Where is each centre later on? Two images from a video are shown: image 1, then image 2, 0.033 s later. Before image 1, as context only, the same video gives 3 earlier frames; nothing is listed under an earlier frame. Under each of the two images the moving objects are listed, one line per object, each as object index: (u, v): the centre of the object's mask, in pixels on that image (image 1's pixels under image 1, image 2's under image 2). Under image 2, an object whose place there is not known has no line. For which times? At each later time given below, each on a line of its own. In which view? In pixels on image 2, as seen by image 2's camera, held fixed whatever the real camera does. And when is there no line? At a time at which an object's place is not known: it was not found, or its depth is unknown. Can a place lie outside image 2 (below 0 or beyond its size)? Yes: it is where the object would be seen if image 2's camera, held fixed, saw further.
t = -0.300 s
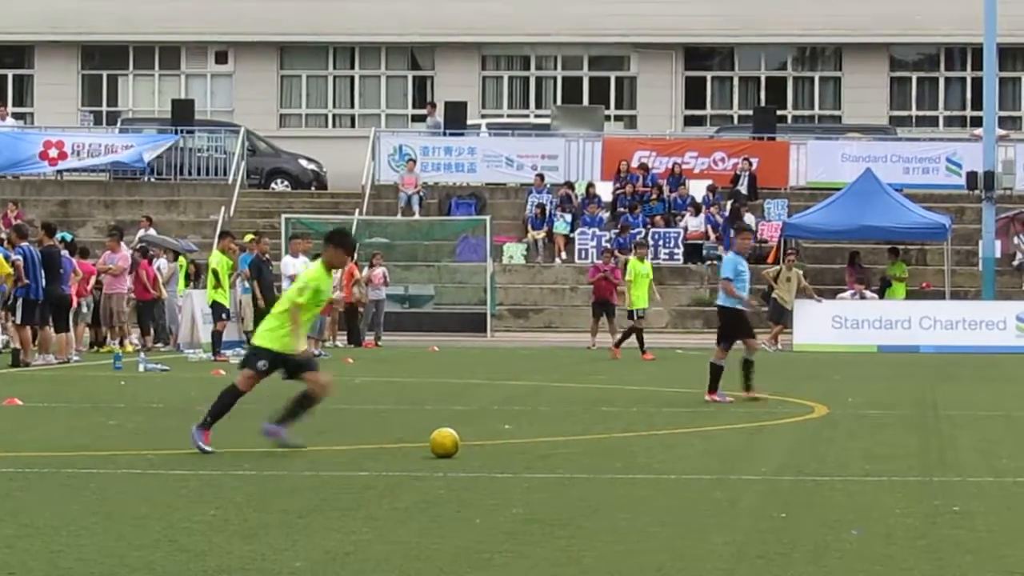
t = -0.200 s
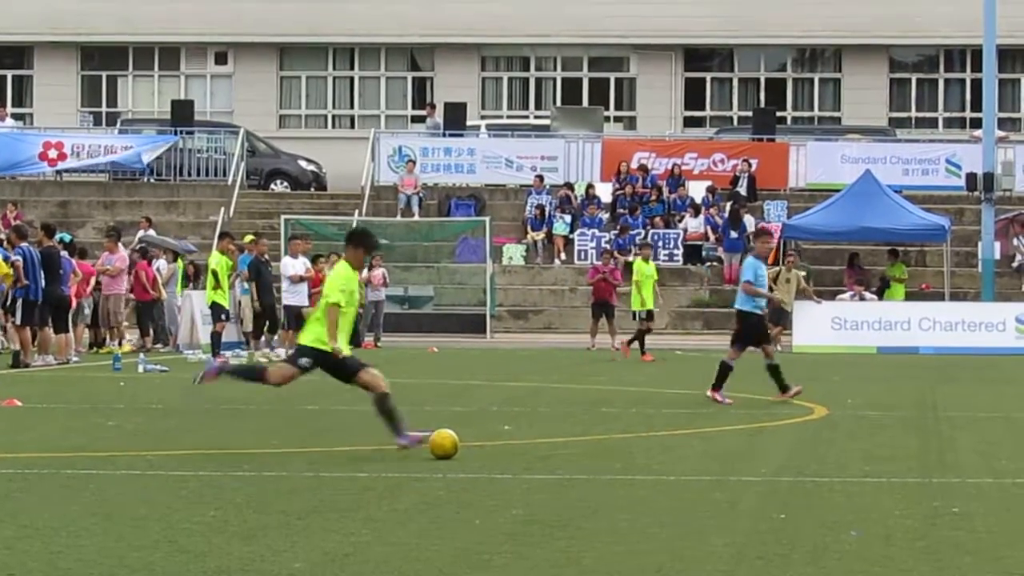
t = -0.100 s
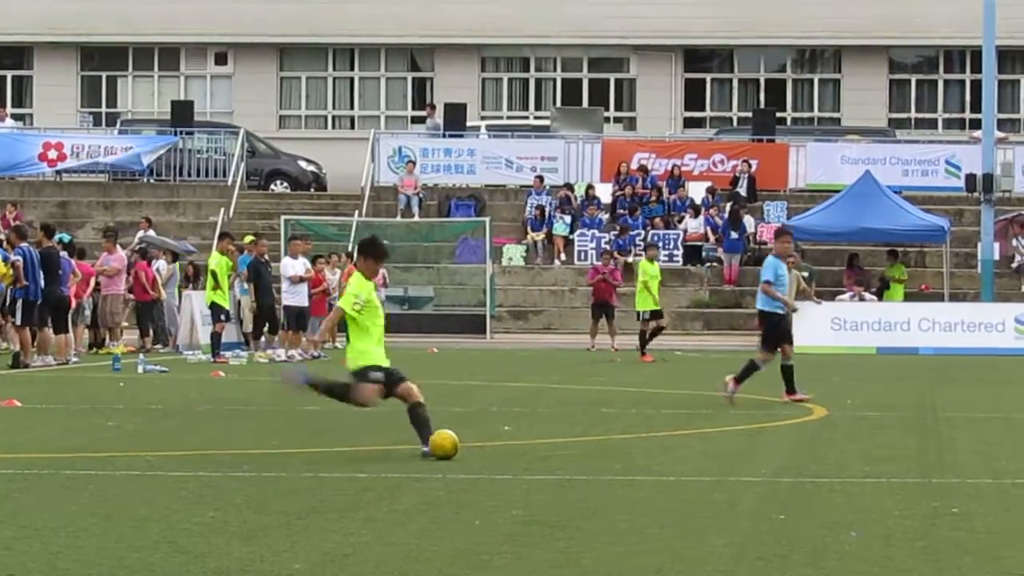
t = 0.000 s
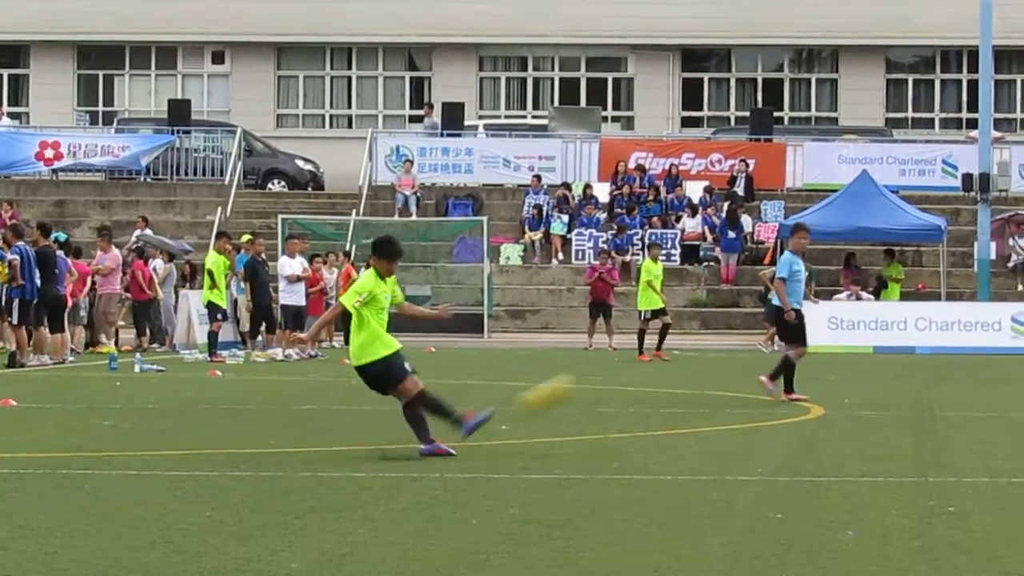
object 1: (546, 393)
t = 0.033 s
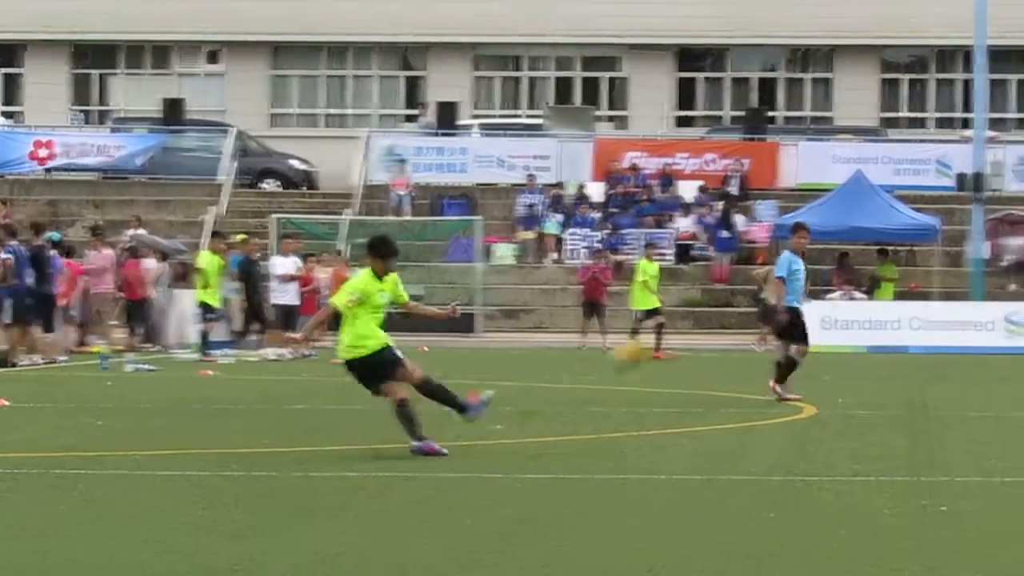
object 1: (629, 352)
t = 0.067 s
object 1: (721, 312)
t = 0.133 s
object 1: (888, 242)
